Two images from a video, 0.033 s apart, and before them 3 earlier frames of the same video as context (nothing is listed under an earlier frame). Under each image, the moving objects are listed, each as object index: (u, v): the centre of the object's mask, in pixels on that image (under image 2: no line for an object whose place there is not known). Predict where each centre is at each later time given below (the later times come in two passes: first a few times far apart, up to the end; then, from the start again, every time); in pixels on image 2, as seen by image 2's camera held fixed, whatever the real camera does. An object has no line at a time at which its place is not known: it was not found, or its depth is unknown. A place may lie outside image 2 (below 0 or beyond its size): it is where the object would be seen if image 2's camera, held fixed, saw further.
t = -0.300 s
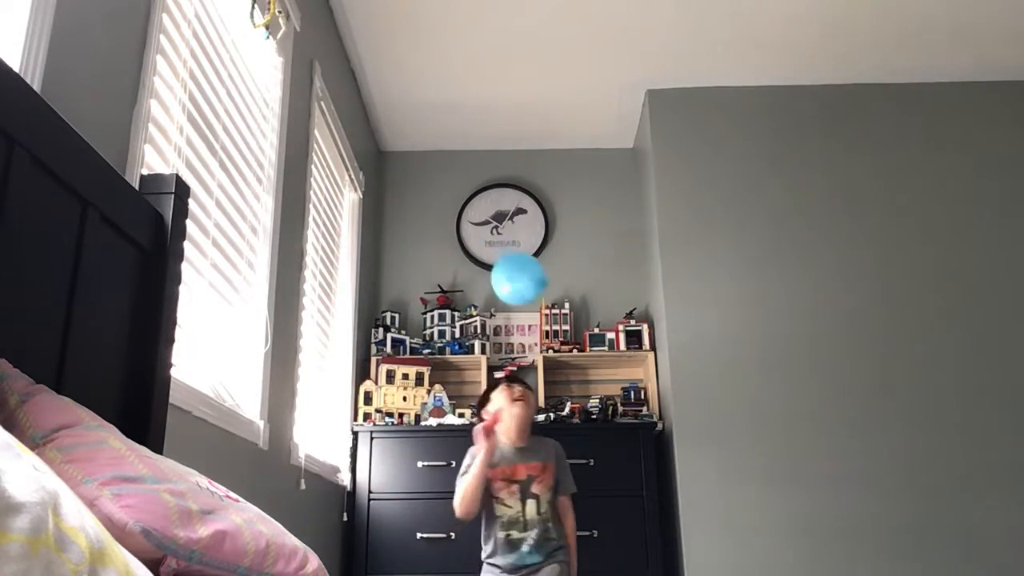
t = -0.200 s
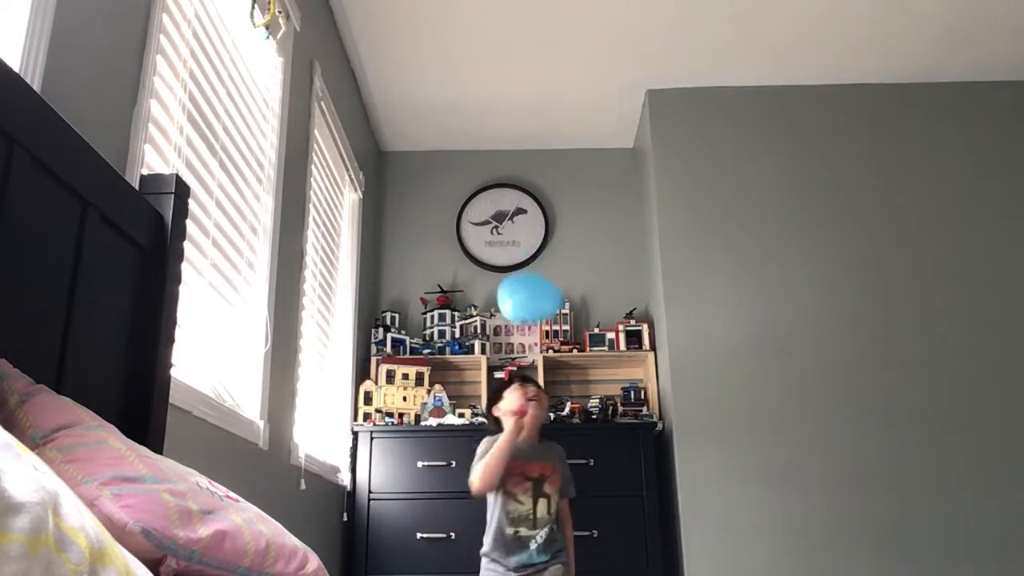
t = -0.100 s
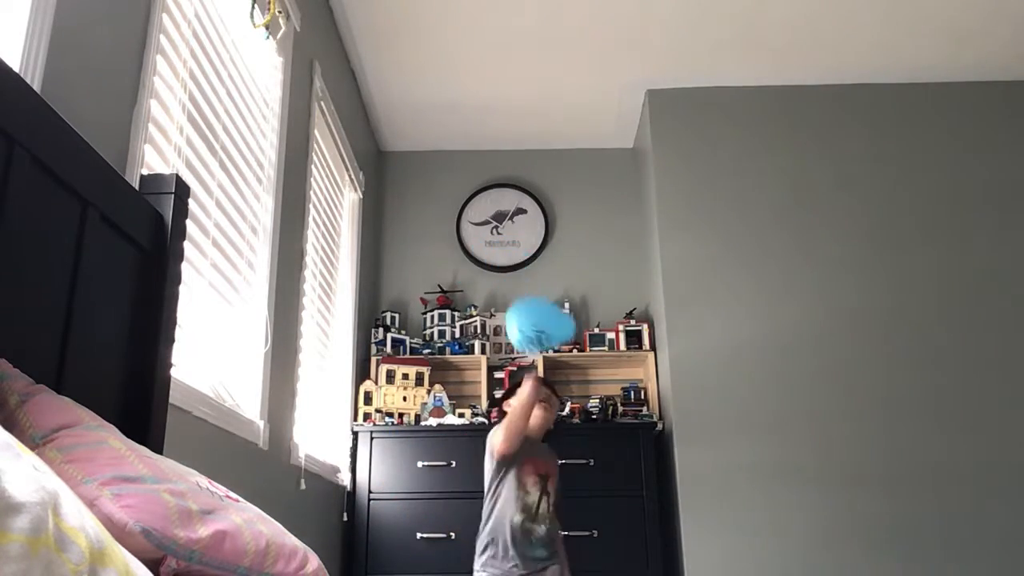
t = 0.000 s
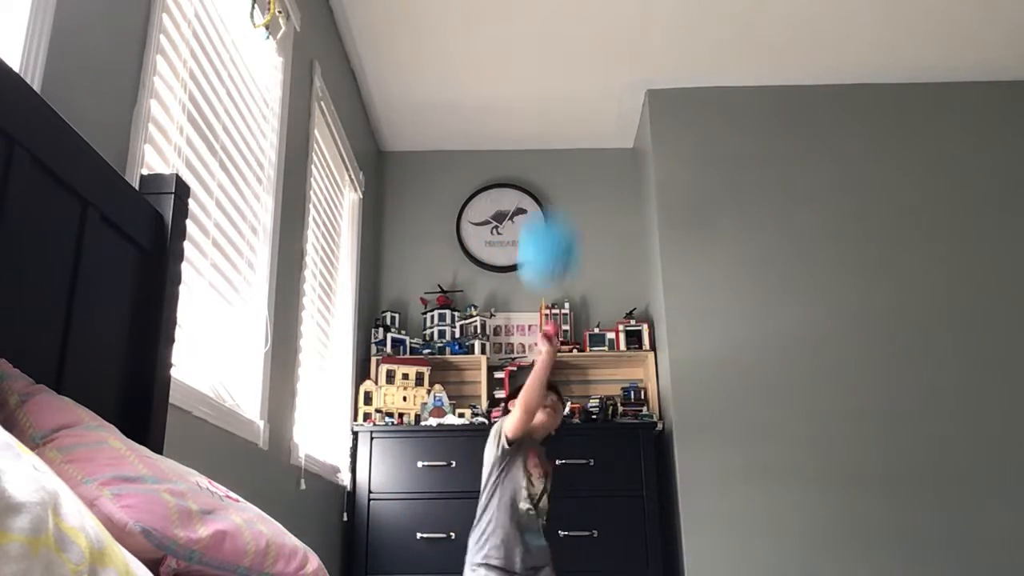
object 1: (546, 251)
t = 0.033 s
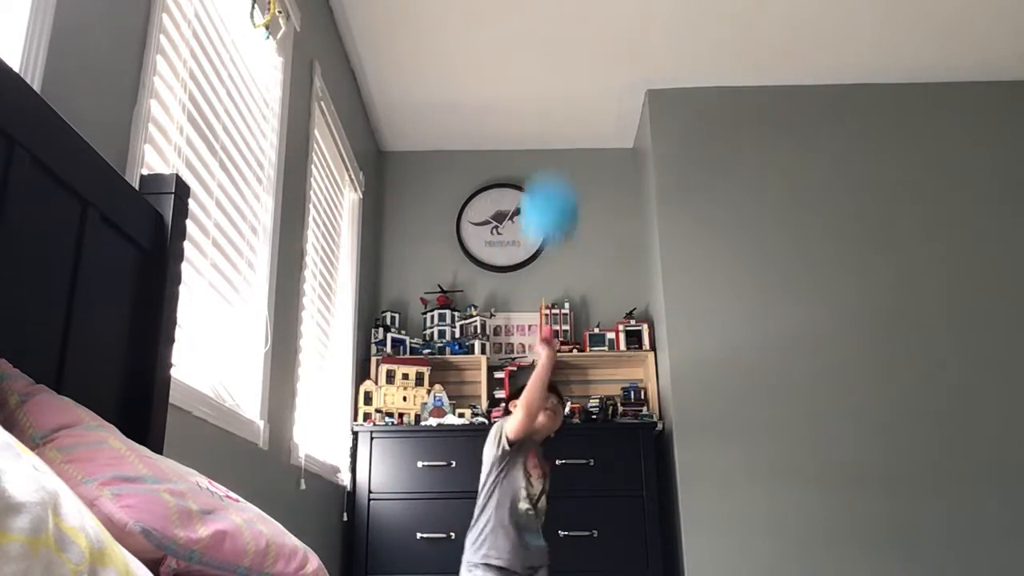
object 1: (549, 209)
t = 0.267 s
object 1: (546, 87)
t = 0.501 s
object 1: (565, 68)
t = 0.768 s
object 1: (592, 104)
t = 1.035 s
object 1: (617, 206)
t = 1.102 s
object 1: (623, 235)
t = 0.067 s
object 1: (549, 178)
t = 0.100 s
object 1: (550, 154)
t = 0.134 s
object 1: (548, 132)
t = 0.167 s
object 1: (547, 115)
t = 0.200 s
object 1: (545, 102)
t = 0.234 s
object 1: (545, 94)
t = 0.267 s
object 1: (546, 87)
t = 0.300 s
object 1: (548, 82)
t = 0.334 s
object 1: (550, 77)
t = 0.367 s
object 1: (553, 74)
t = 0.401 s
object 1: (556, 71)
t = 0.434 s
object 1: (559, 69)
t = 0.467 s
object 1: (562, 68)
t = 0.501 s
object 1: (565, 68)
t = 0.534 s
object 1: (569, 69)
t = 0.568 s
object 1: (572, 71)
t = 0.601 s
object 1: (576, 74)
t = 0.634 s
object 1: (580, 78)
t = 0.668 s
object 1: (583, 83)
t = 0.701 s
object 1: (586, 89)
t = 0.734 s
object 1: (589, 96)
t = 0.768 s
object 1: (592, 104)
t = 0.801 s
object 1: (595, 114)
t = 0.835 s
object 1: (598, 126)
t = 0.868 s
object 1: (601, 137)
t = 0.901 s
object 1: (604, 150)
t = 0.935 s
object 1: (607, 163)
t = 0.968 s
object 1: (611, 177)
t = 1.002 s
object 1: (614, 191)
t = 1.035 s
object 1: (617, 206)
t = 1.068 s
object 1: (620, 220)
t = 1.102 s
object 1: (623, 235)
